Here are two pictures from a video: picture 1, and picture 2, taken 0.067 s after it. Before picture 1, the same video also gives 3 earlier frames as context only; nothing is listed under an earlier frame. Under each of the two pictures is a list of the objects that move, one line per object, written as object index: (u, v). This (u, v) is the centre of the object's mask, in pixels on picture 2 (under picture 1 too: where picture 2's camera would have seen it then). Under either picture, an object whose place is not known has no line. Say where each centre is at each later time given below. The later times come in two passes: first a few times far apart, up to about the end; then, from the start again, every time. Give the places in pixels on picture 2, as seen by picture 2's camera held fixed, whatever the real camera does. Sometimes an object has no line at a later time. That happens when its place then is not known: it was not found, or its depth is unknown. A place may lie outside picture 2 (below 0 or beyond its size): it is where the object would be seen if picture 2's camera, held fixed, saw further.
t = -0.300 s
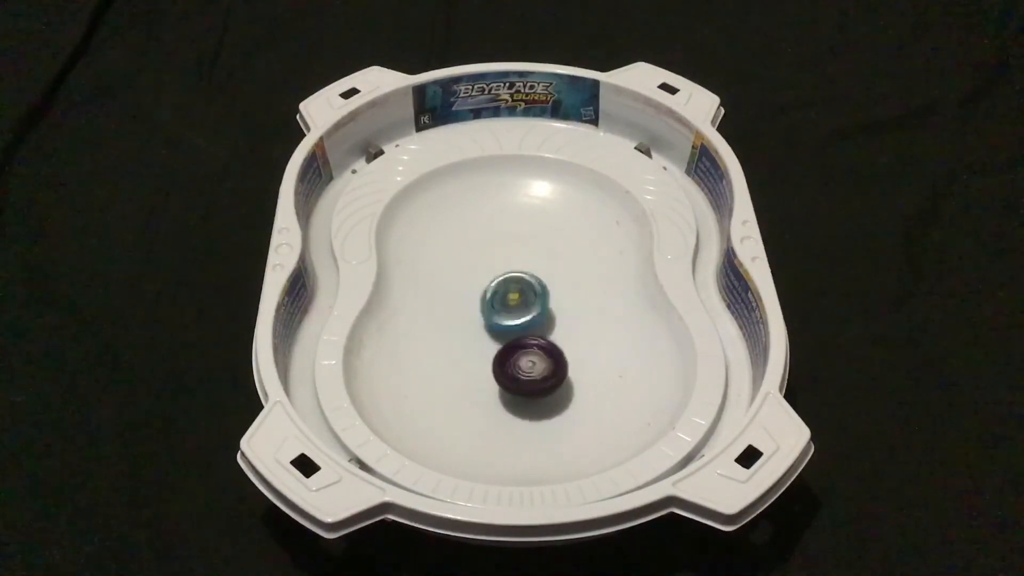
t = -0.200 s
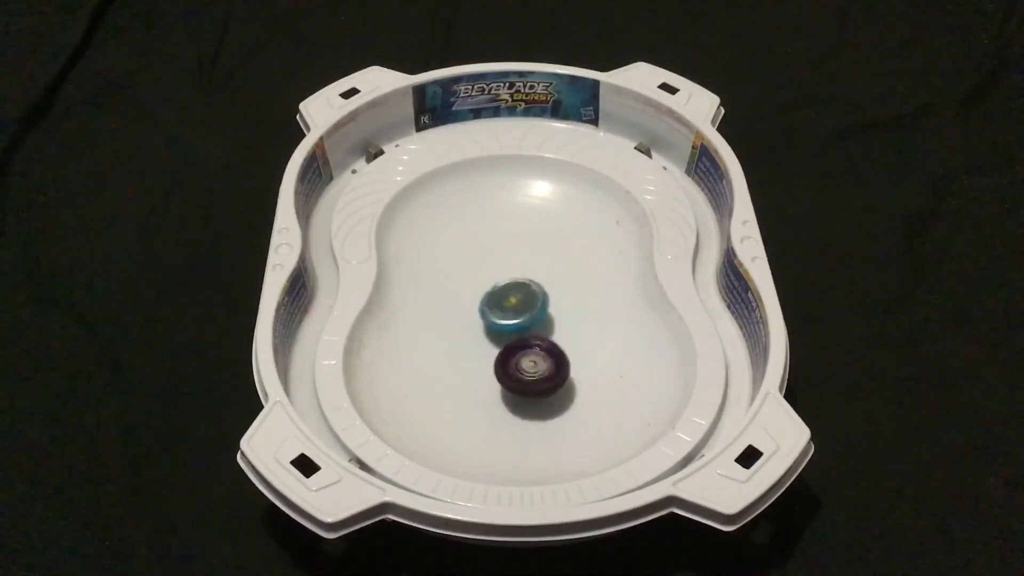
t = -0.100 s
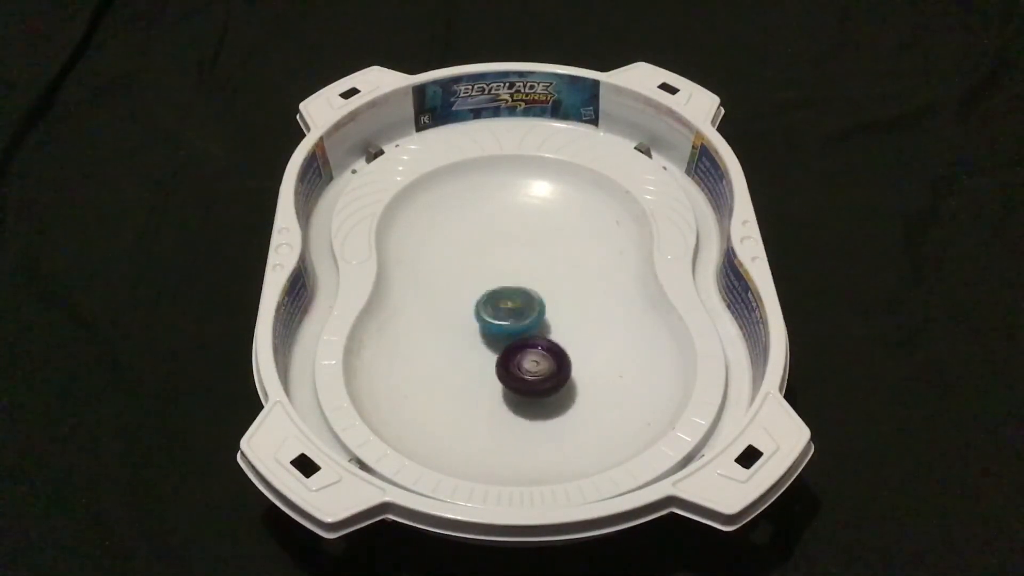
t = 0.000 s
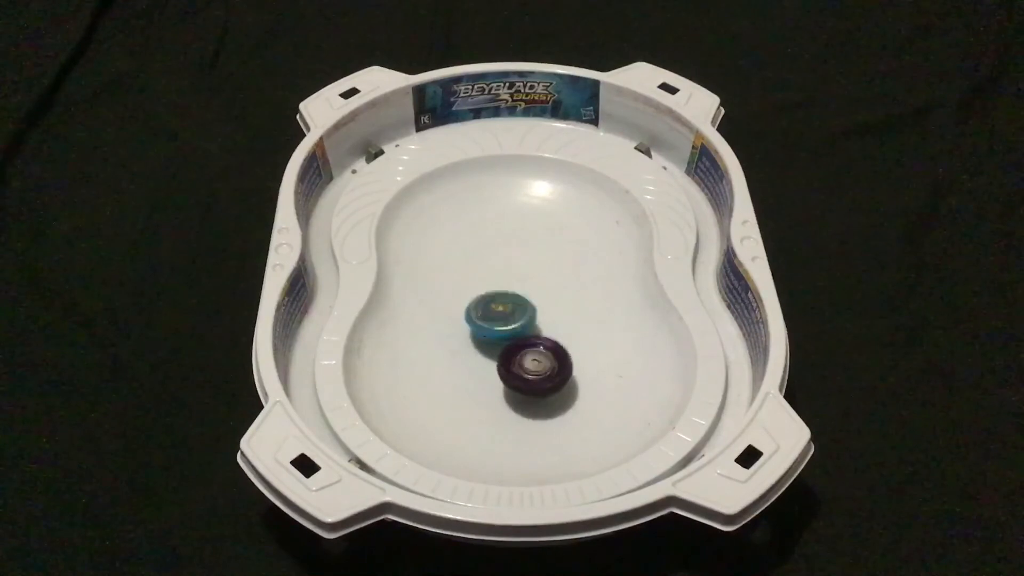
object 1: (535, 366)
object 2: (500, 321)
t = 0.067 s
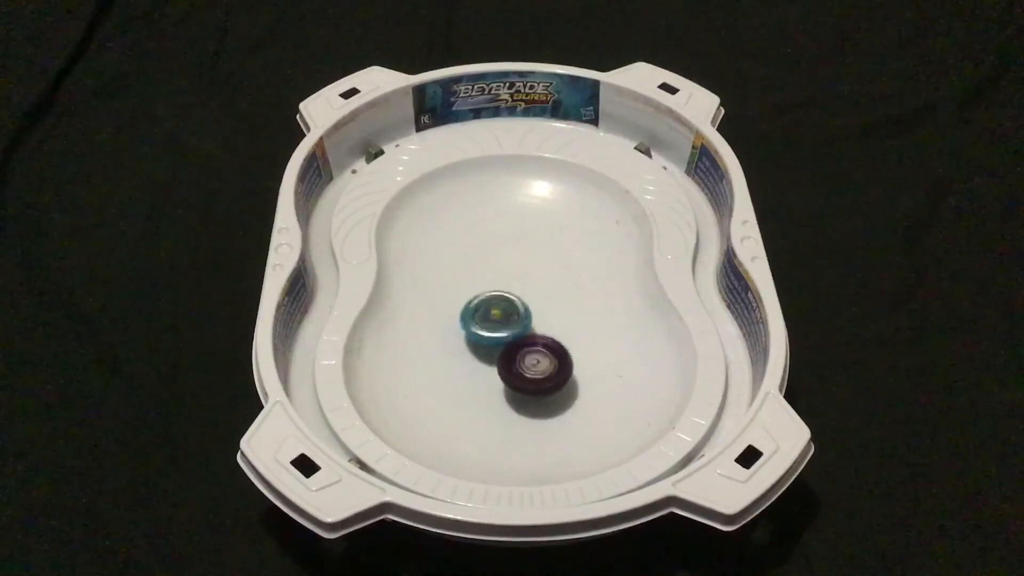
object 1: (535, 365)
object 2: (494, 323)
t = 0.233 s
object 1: (535, 365)
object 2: (491, 323)
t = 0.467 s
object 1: (535, 367)
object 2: (502, 321)
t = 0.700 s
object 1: (524, 389)
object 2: (532, 321)
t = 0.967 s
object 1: (505, 393)
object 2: (553, 324)
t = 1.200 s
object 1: (467, 370)
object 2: (559, 313)
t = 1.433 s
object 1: (460, 353)
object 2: (550, 306)
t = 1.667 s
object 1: (511, 353)
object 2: (535, 309)
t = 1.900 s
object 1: (524, 382)
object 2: (518, 324)
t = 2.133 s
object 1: (505, 383)
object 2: (517, 325)
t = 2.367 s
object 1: (503, 366)
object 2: (522, 315)
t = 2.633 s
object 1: (534, 367)
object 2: (531, 310)
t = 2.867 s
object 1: (545, 376)
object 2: (528, 313)
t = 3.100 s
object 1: (543, 362)
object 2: (528, 310)
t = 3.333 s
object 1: (550, 344)
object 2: (526, 303)
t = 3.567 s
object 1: (547, 346)
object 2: (528, 305)
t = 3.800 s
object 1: (521, 349)
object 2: (530, 306)
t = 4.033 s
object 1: (503, 344)
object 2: (532, 305)
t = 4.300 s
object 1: (495, 343)
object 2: (531, 305)
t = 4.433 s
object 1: (504, 346)
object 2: (531, 304)
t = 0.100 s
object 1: (536, 364)
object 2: (492, 324)
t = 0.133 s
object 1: (535, 364)
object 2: (491, 324)
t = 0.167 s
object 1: (536, 364)
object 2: (491, 324)
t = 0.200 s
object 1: (536, 365)
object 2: (491, 324)
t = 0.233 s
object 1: (535, 365)
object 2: (491, 323)
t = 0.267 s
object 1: (535, 364)
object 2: (492, 323)
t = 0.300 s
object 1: (536, 364)
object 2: (492, 323)
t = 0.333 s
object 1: (537, 365)
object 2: (492, 323)
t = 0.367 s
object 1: (536, 365)
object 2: (494, 323)
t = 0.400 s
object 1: (536, 365)
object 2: (495, 323)
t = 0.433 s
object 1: (536, 367)
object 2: (498, 322)
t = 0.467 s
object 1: (535, 367)
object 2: (502, 321)
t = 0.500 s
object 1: (533, 370)
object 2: (506, 321)
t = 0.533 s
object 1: (532, 371)
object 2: (508, 320)
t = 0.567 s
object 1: (533, 371)
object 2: (511, 321)
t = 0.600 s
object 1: (531, 375)
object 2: (516, 321)
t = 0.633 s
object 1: (531, 376)
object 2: (519, 322)
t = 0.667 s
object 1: (527, 383)
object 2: (527, 321)
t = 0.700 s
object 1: (524, 389)
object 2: (532, 321)
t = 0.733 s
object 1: (521, 394)
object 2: (537, 321)
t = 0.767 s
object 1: (517, 397)
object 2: (542, 320)
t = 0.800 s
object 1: (514, 399)
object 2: (546, 320)
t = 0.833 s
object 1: (511, 399)
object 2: (550, 321)
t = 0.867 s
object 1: (510, 399)
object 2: (552, 322)
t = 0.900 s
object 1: (508, 397)
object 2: (554, 321)
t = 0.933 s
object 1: (507, 396)
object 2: (554, 323)
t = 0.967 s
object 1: (505, 393)
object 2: (553, 324)
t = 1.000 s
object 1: (505, 390)
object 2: (551, 325)
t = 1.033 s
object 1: (504, 384)
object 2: (550, 327)
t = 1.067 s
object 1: (502, 378)
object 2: (546, 329)
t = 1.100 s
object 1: (501, 371)
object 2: (543, 329)
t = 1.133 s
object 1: (488, 370)
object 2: (543, 327)
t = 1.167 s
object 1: (476, 370)
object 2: (552, 319)
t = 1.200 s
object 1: (467, 370)
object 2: (559, 313)
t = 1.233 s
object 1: (463, 369)
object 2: (562, 305)
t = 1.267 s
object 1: (458, 365)
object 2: (562, 301)
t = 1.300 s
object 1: (455, 362)
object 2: (561, 300)
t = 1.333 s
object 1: (453, 358)
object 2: (559, 301)
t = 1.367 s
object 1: (455, 357)
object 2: (555, 303)
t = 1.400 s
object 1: (457, 355)
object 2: (552, 305)
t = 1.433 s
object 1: (460, 353)
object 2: (550, 306)
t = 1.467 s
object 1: (464, 352)
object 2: (548, 307)
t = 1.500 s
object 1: (470, 351)
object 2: (545, 308)
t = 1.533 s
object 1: (479, 351)
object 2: (543, 309)
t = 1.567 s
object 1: (487, 352)
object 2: (541, 311)
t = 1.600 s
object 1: (498, 351)
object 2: (541, 310)
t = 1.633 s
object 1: (505, 352)
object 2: (539, 310)
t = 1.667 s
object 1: (511, 353)
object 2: (535, 309)
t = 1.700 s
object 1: (514, 357)
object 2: (529, 311)
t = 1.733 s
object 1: (517, 360)
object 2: (525, 313)
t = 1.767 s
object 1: (520, 363)
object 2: (523, 316)
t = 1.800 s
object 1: (523, 366)
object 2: (520, 319)
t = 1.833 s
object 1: (524, 372)
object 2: (519, 321)
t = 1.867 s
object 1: (525, 378)
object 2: (518, 323)
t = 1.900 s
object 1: (524, 382)
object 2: (518, 324)
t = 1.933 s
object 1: (520, 386)
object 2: (518, 325)
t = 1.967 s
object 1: (517, 388)
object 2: (517, 326)
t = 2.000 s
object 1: (513, 389)
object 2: (517, 326)
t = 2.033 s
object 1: (511, 389)
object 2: (517, 326)
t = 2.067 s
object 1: (508, 388)
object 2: (517, 326)
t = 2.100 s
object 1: (506, 386)
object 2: (517, 326)
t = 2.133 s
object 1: (505, 383)
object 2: (517, 325)
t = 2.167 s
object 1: (503, 380)
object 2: (517, 325)
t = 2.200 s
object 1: (501, 375)
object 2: (517, 323)
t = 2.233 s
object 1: (502, 371)
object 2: (518, 322)
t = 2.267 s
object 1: (499, 369)
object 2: (520, 320)
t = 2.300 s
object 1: (498, 367)
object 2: (520, 319)
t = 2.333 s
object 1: (500, 367)
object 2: (521, 317)
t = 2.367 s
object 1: (503, 366)
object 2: (522, 315)
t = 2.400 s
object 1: (506, 366)
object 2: (523, 314)
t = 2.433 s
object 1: (509, 365)
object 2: (524, 312)
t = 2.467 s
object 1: (513, 365)
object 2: (525, 312)
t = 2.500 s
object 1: (516, 364)
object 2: (527, 311)
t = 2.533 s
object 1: (521, 365)
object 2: (527, 311)
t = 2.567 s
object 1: (525, 366)
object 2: (529, 311)
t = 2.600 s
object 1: (529, 366)
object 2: (531, 310)
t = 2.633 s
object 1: (534, 367)
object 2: (531, 310)
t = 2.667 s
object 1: (537, 370)
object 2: (531, 311)
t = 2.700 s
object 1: (539, 371)
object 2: (530, 312)
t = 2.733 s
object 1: (543, 372)
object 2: (528, 312)
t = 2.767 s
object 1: (544, 373)
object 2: (527, 313)
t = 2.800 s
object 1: (542, 374)
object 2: (527, 313)
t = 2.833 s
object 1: (543, 376)
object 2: (527, 313)
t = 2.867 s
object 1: (545, 376)
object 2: (528, 313)
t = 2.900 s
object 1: (545, 376)
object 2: (529, 312)
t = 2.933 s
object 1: (545, 375)
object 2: (529, 312)
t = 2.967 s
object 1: (546, 373)
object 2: (528, 312)
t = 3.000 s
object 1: (544, 370)
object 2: (528, 312)
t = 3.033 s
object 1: (541, 367)
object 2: (528, 312)
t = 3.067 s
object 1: (543, 365)
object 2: (528, 311)
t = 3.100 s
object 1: (543, 362)
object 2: (528, 310)
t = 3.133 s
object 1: (542, 360)
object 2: (527, 309)
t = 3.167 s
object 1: (541, 356)
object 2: (527, 308)
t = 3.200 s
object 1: (541, 351)
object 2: (527, 307)
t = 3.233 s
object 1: (544, 348)
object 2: (526, 306)
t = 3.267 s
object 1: (548, 347)
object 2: (525, 307)
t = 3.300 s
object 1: (549, 346)
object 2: (527, 303)
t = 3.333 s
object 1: (550, 344)
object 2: (526, 303)
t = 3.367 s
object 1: (550, 341)
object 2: (525, 303)
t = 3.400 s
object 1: (552, 340)
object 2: (525, 303)
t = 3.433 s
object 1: (552, 342)
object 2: (525, 303)
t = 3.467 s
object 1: (550, 344)
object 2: (528, 304)
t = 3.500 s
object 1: (547, 343)
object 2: (527, 304)
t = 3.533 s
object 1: (547, 343)
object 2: (527, 304)
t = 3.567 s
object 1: (547, 346)
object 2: (528, 305)
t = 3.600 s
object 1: (545, 347)
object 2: (528, 304)
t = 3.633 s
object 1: (541, 348)
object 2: (528, 305)
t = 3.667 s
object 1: (537, 350)
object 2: (527, 307)
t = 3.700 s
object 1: (533, 350)
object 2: (528, 307)
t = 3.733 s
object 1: (530, 350)
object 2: (529, 306)
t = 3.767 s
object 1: (526, 348)
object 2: (530, 306)
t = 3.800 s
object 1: (521, 349)
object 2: (530, 306)
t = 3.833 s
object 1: (518, 347)
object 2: (531, 305)
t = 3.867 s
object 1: (515, 347)
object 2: (533, 305)
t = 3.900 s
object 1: (511, 348)
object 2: (534, 304)
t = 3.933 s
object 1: (506, 347)
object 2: (533, 305)
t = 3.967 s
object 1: (503, 345)
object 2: (535, 305)
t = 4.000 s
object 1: (502, 344)
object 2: (534, 305)
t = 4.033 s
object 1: (503, 344)
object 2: (532, 305)
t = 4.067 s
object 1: (503, 345)
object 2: (532, 305)
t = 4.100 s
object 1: (502, 345)
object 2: (532, 304)
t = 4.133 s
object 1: (499, 345)
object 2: (531, 305)
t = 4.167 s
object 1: (497, 344)
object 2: (531, 304)
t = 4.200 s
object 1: (496, 343)
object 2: (532, 305)
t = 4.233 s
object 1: (494, 343)
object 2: (532, 305)
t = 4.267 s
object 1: (493, 342)
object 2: (531, 305)
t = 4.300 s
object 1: (495, 343)
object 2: (531, 305)
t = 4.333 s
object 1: (498, 344)
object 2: (531, 305)
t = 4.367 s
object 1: (499, 344)
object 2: (531, 305)
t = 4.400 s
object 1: (502, 345)
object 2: (530, 305)
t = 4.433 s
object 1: (504, 346)
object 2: (531, 304)
